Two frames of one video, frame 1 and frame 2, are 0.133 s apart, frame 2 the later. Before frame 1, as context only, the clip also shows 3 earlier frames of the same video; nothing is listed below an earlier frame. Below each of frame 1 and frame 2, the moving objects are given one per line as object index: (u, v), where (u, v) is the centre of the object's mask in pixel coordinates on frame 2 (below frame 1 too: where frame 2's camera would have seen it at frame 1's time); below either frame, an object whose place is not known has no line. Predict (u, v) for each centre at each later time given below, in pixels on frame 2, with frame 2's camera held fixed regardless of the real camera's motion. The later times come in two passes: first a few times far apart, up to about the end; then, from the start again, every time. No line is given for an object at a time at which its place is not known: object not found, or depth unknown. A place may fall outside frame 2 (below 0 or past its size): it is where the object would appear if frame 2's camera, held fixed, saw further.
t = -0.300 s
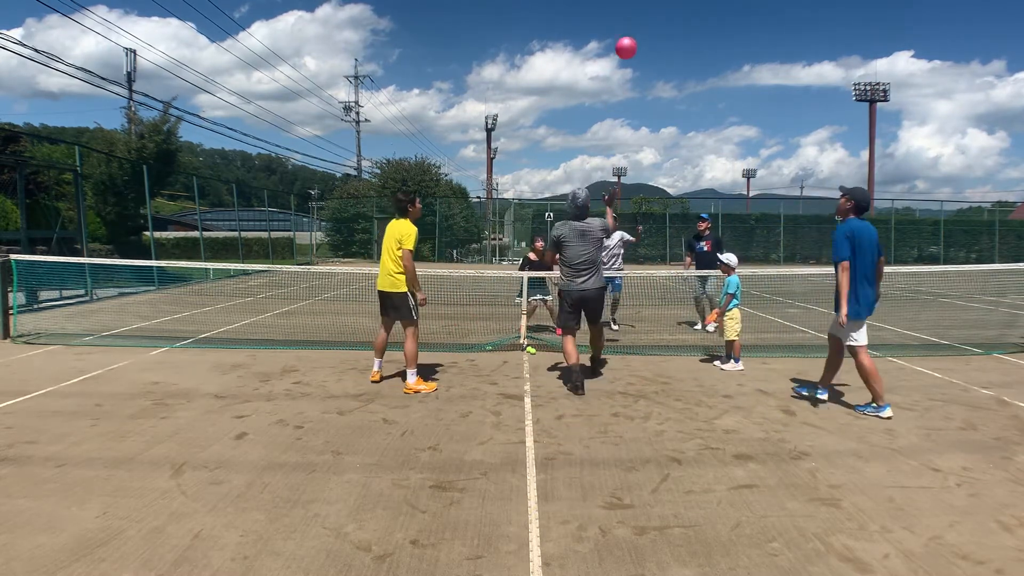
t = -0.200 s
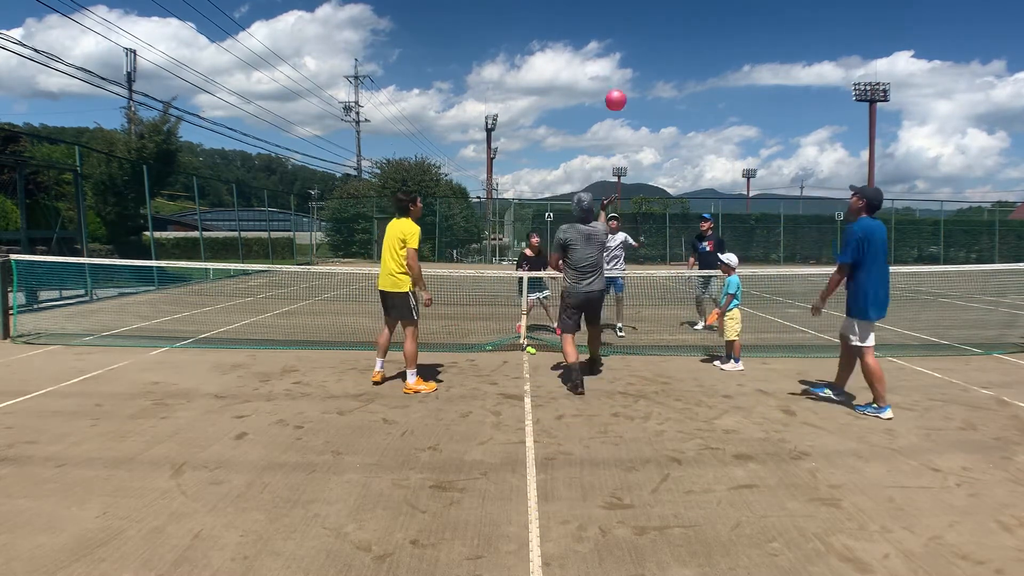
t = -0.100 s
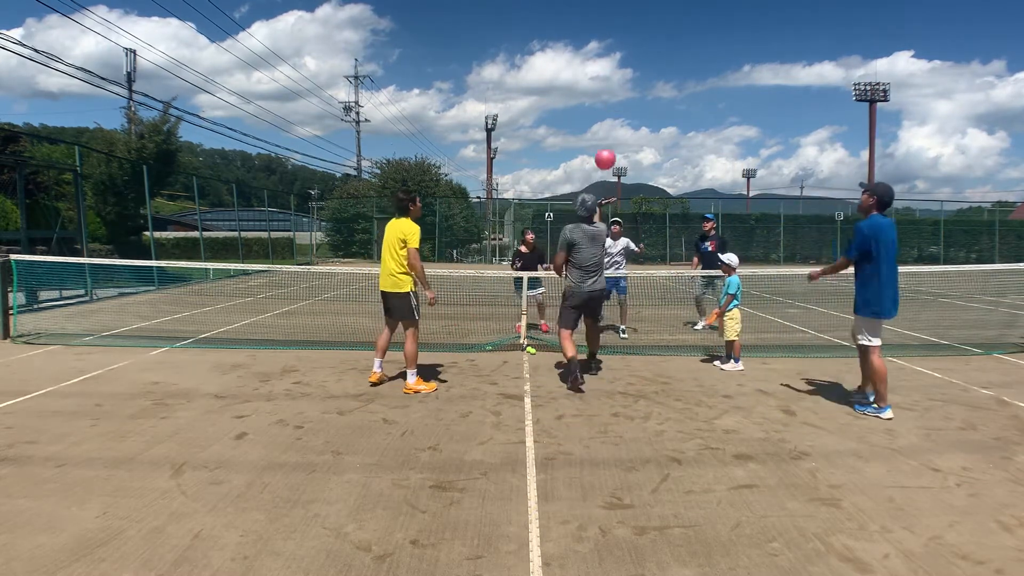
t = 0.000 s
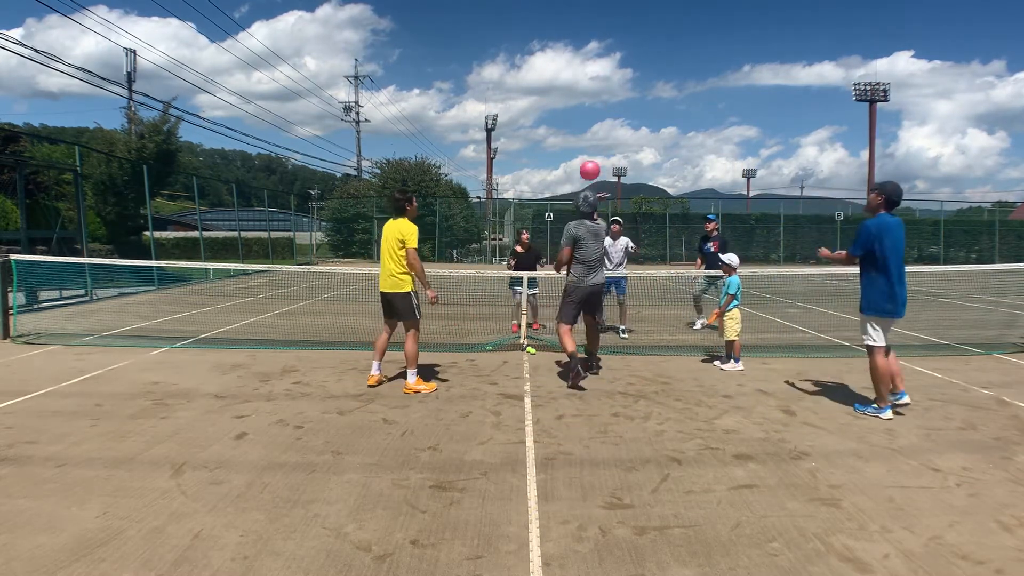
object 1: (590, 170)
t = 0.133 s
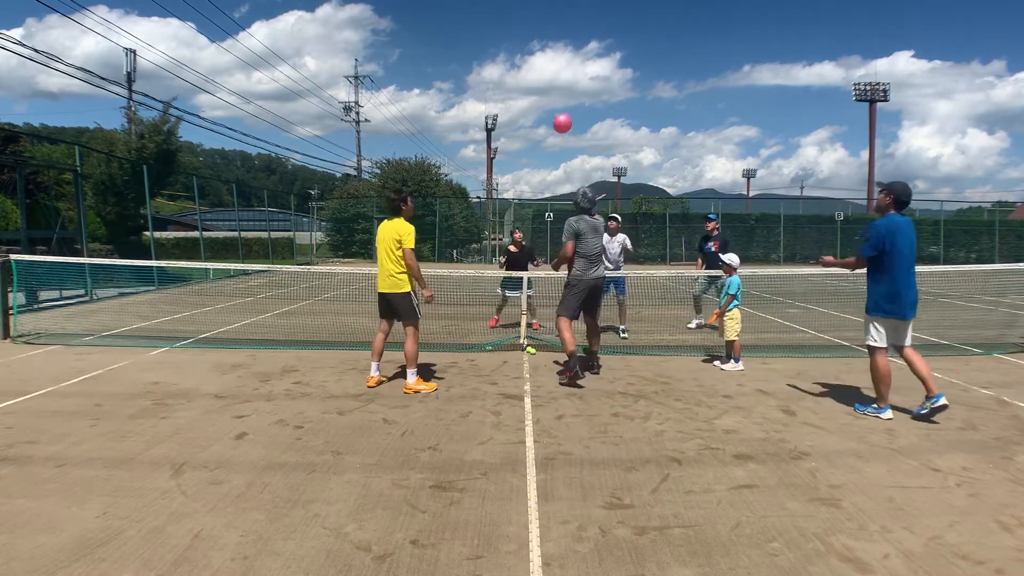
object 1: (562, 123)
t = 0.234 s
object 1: (544, 102)
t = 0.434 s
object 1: (512, 89)
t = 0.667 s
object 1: (479, 113)
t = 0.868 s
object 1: (455, 160)
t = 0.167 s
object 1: (556, 115)
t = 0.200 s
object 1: (549, 108)
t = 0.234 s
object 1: (544, 102)
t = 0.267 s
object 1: (538, 98)
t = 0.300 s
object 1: (533, 93)
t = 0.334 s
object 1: (527, 91)
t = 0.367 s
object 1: (522, 89)
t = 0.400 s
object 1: (517, 88)
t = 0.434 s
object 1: (512, 89)
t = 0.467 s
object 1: (507, 90)
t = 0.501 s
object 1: (502, 92)
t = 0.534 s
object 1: (497, 95)
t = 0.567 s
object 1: (493, 98)
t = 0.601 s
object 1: (488, 103)
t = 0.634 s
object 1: (484, 108)
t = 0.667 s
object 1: (479, 113)
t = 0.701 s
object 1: (475, 119)
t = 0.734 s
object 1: (471, 126)
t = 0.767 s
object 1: (467, 134)
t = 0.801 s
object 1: (463, 142)
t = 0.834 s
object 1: (459, 151)
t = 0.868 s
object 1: (455, 160)
